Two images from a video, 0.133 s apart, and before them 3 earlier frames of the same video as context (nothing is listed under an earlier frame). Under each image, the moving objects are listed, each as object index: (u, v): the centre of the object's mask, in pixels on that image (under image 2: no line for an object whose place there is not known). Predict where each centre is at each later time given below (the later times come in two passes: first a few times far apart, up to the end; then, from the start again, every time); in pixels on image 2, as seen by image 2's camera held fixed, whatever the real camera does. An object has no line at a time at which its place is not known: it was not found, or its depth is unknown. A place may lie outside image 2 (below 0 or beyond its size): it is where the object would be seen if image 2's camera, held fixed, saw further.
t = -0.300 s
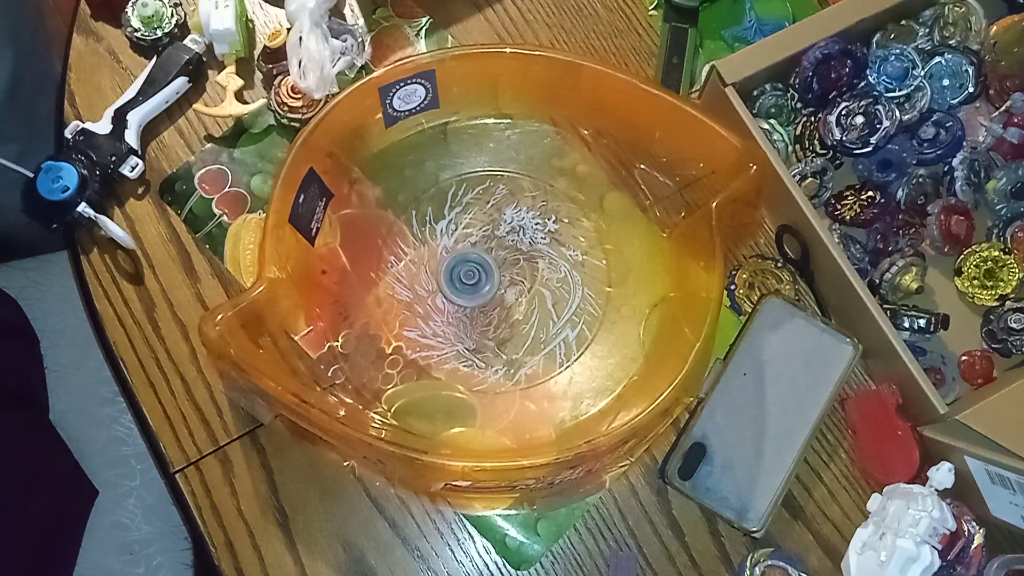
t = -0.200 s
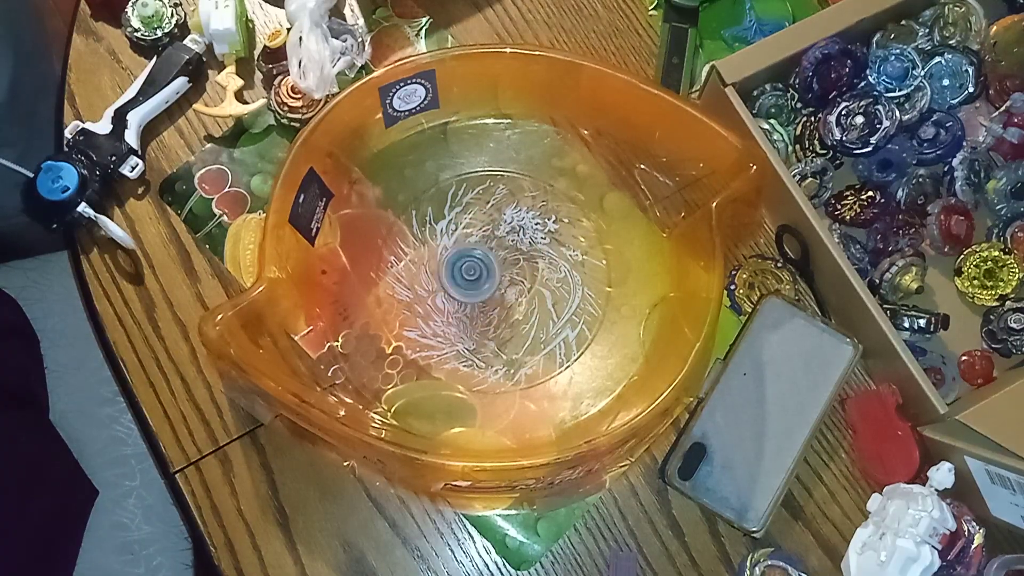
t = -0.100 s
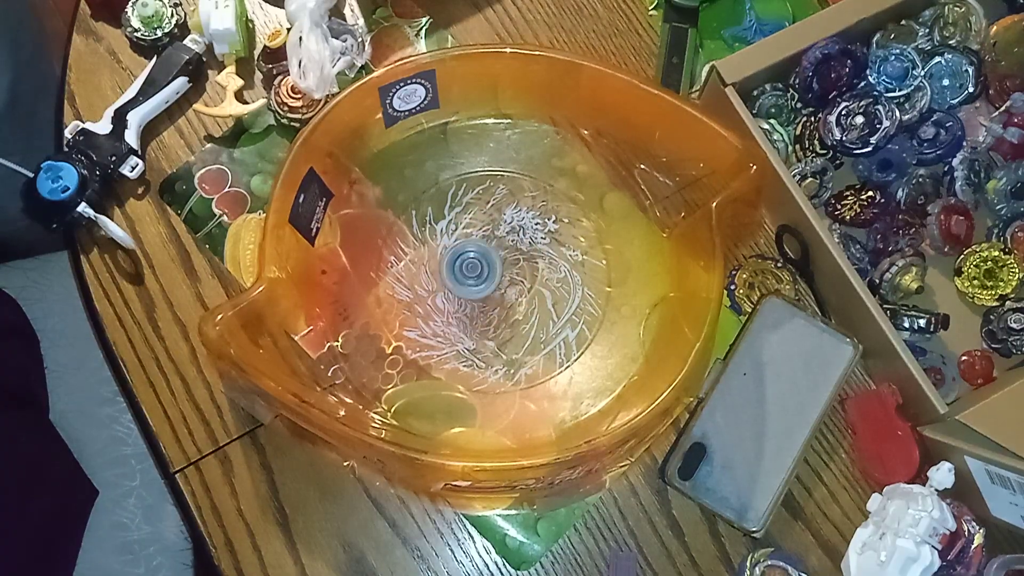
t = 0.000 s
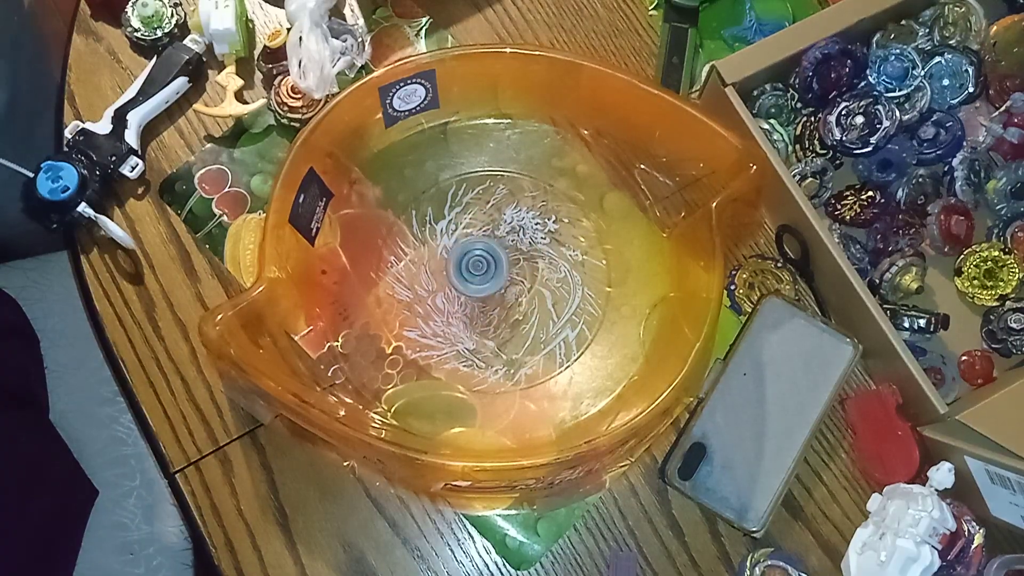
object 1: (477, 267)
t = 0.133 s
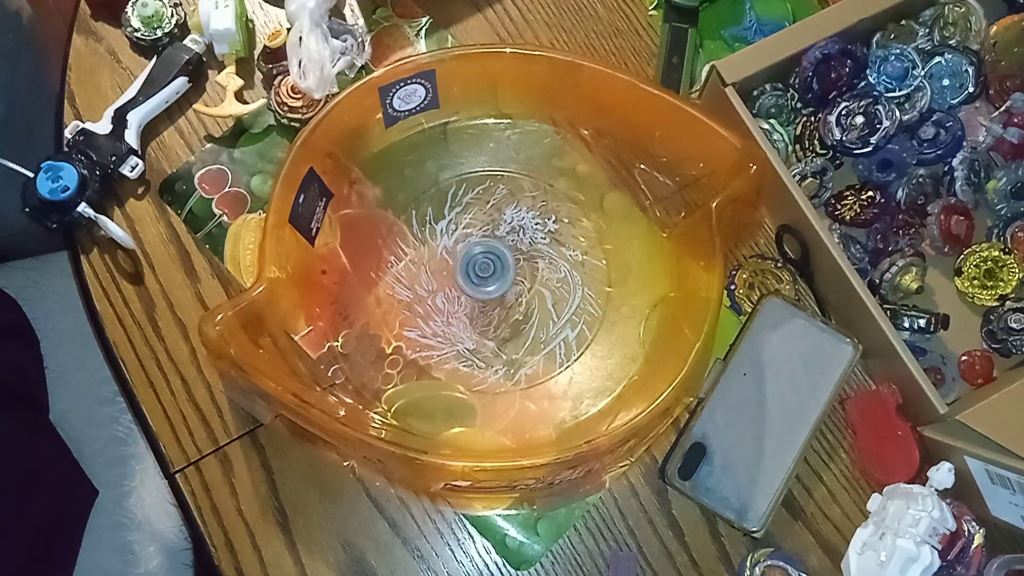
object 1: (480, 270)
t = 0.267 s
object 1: (485, 278)
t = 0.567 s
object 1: (480, 291)
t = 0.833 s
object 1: (471, 288)
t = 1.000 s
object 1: (477, 279)
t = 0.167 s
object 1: (482, 271)
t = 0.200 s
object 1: (484, 273)
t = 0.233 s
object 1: (484, 275)
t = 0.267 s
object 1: (485, 278)
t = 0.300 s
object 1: (485, 279)
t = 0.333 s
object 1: (486, 283)
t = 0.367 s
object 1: (484, 284)
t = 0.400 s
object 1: (483, 286)
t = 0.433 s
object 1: (482, 287)
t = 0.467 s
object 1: (481, 289)
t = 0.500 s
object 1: (483, 290)
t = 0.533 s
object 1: (481, 291)
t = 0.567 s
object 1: (480, 291)
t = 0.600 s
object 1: (476, 292)
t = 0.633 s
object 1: (477, 292)
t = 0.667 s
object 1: (476, 292)
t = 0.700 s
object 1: (475, 291)
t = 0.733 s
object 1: (471, 291)
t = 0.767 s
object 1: (474, 289)
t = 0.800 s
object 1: (471, 289)
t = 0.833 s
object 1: (471, 288)
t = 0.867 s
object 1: (473, 285)
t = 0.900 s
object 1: (474, 283)
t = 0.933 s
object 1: (473, 283)
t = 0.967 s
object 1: (476, 280)
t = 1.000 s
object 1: (477, 279)
